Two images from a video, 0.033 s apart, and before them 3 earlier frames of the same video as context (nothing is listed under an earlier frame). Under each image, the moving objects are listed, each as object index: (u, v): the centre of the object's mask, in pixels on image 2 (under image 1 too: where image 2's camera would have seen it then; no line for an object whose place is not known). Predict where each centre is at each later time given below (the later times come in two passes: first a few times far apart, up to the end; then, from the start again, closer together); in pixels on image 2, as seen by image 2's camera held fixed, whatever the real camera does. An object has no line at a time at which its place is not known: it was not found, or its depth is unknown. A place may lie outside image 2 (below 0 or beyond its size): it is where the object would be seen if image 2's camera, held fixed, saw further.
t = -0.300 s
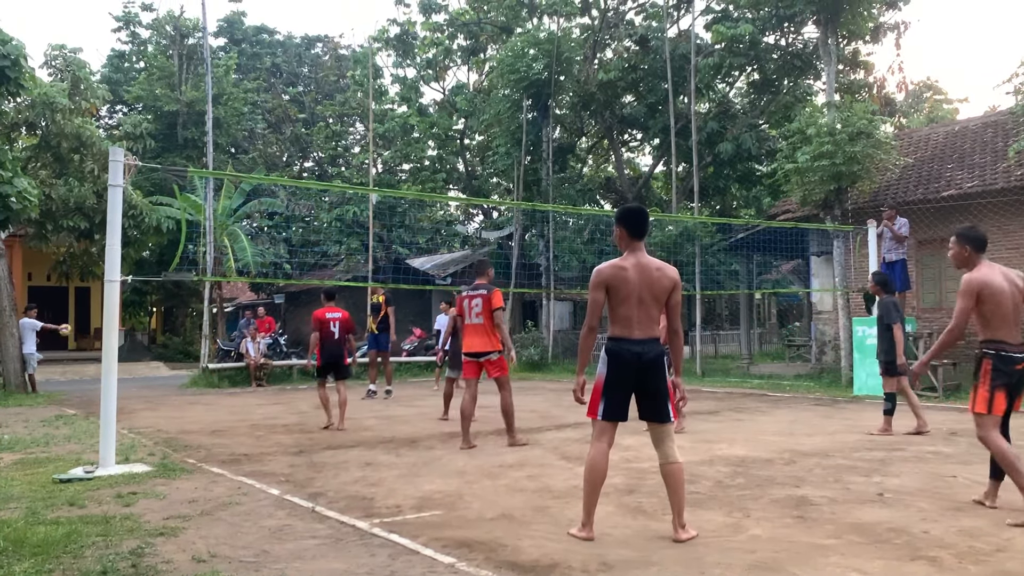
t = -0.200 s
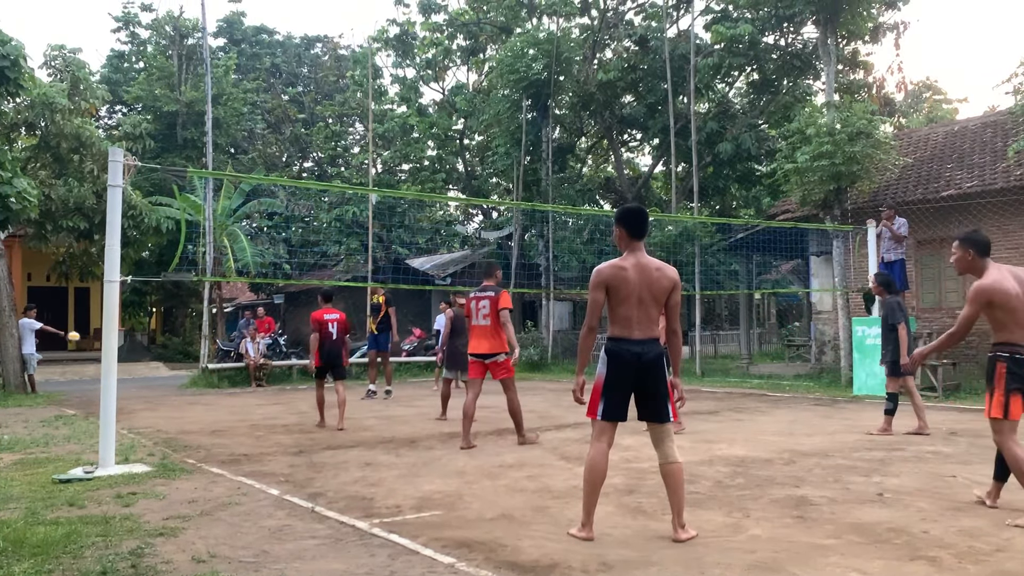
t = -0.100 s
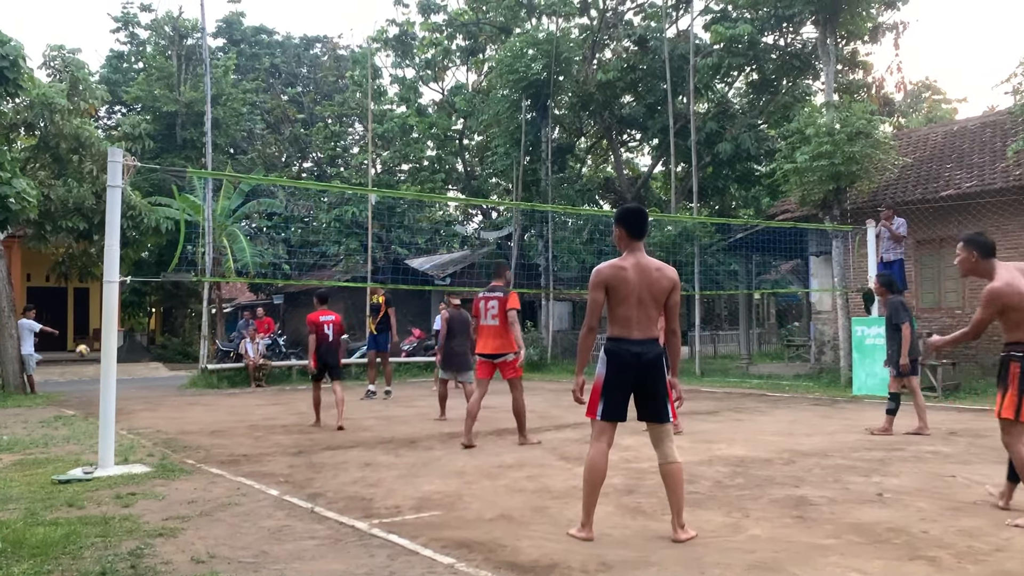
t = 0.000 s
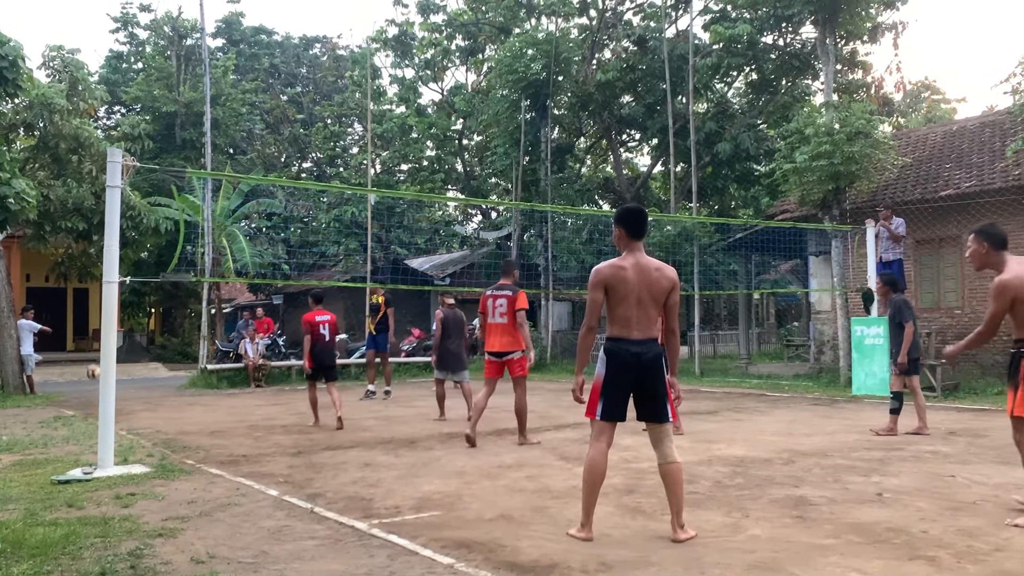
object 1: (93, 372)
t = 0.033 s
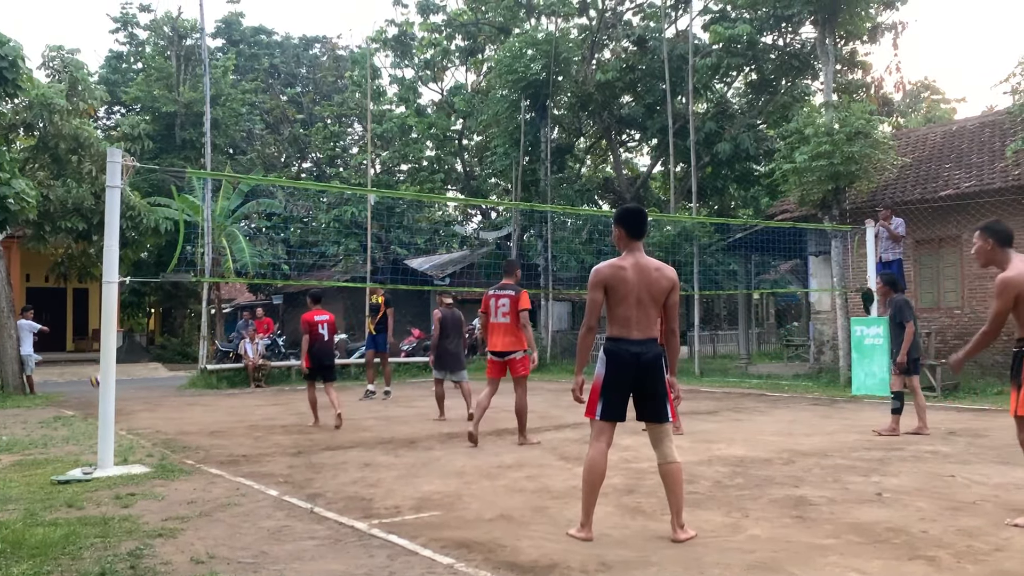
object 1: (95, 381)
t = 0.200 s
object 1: (117, 383)
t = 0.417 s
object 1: (125, 355)
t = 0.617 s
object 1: (138, 358)
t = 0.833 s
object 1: (152, 396)
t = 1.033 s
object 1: (172, 390)
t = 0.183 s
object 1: (117, 386)
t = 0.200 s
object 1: (117, 383)
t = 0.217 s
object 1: (118, 380)
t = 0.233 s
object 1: (118, 377)
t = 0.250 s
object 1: (118, 374)
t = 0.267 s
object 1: (119, 371)
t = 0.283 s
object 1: (120, 368)
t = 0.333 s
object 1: (121, 361)
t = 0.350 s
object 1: (122, 360)
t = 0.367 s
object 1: (123, 359)
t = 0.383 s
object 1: (123, 357)
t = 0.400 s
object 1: (124, 356)
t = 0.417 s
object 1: (125, 355)
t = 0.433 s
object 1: (126, 354)
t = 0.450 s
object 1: (127, 353)
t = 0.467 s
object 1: (128, 353)
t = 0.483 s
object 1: (129, 353)
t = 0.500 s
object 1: (131, 353)
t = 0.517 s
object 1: (131, 353)
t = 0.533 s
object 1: (133, 353)
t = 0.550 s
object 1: (134, 354)
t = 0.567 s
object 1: (135, 354)
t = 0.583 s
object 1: (136, 355)
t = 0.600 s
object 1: (137, 356)
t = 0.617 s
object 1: (138, 358)
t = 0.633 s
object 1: (139, 359)
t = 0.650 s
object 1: (140, 361)
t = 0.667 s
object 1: (141, 363)
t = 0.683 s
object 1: (142, 365)
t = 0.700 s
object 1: (144, 368)
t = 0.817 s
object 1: (152, 392)
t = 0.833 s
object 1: (152, 396)
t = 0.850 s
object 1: (154, 400)
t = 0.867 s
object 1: (155, 405)
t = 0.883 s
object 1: (157, 411)
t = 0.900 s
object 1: (158, 414)
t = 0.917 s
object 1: (160, 410)
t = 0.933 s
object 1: (161, 407)
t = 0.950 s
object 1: (163, 403)
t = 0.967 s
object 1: (165, 400)
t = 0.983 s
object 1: (167, 397)
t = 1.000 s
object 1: (168, 395)
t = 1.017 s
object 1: (170, 392)
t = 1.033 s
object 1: (172, 390)
